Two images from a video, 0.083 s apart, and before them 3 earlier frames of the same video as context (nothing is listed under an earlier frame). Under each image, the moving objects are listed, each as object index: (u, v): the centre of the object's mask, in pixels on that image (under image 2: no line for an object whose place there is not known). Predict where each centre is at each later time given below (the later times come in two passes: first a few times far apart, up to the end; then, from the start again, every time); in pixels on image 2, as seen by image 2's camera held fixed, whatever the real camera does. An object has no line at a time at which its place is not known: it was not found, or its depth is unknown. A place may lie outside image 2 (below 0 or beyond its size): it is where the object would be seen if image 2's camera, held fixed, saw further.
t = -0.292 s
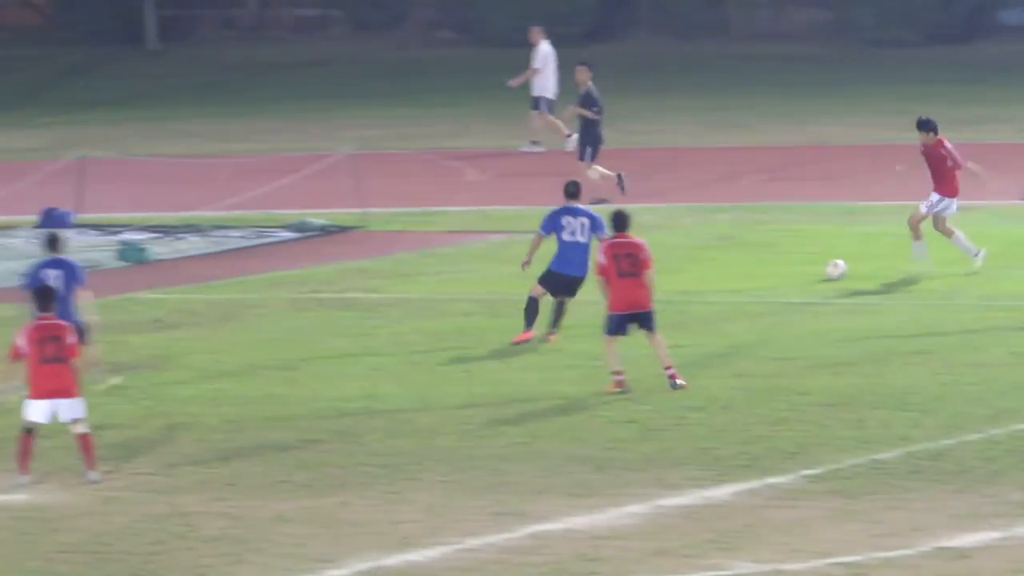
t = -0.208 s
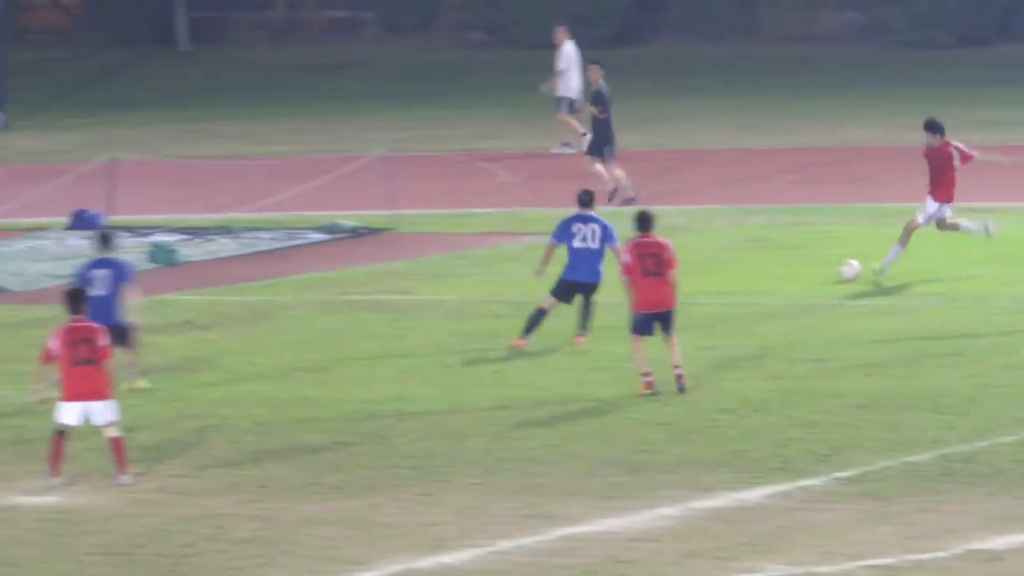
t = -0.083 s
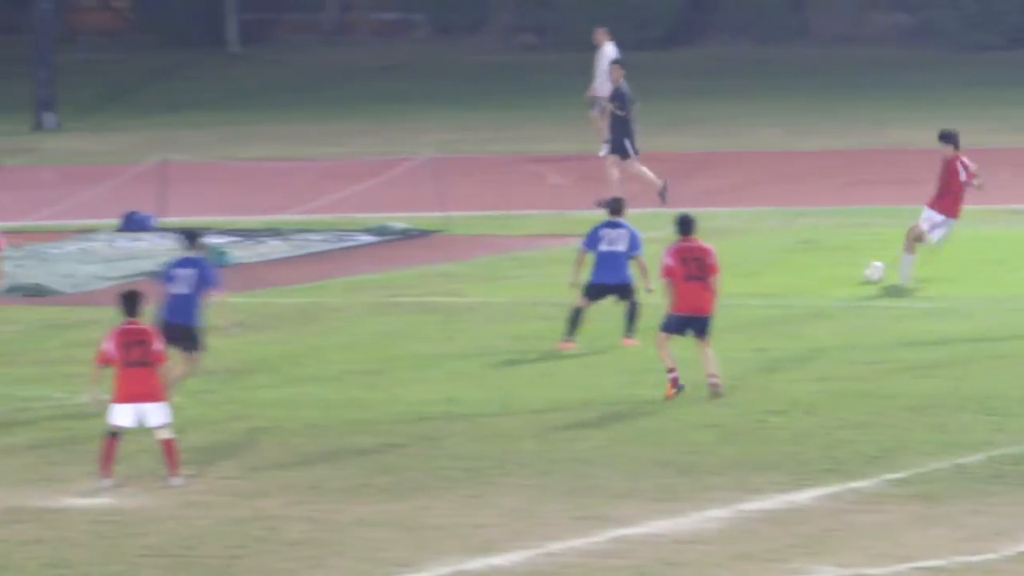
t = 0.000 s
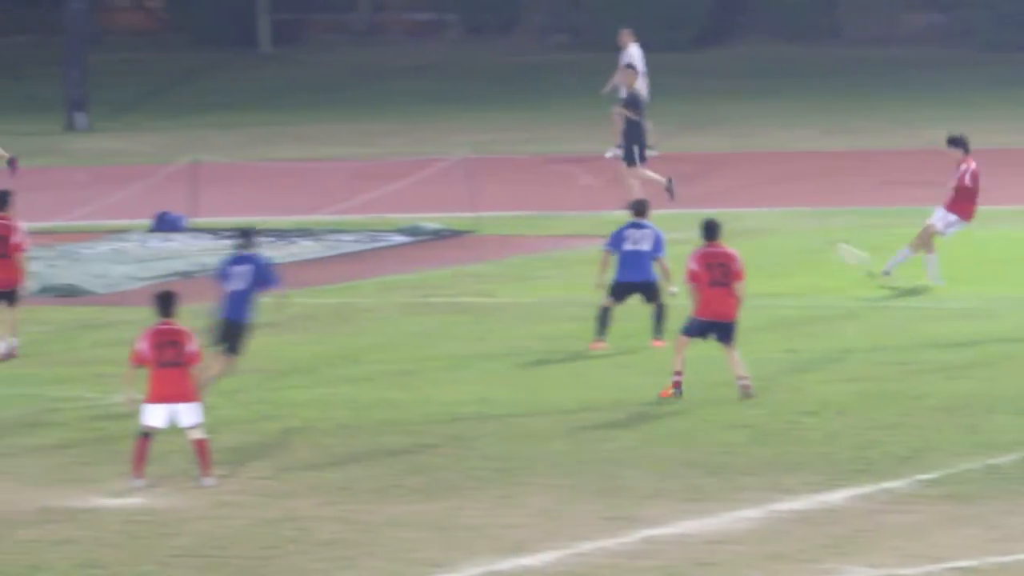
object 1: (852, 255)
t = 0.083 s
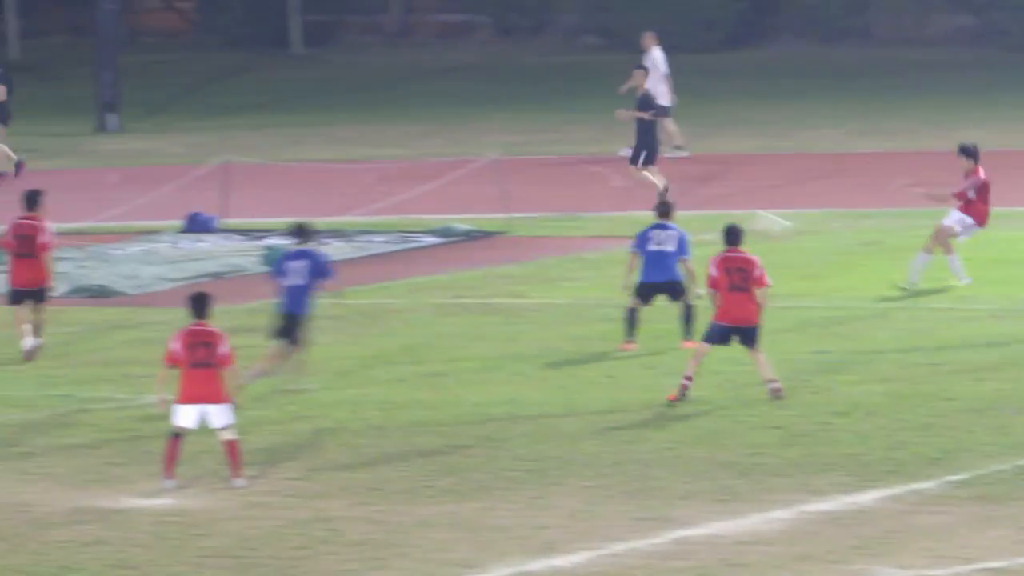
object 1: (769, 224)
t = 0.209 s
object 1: (606, 181)
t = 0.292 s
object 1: (499, 156)
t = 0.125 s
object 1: (714, 207)
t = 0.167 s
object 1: (661, 194)
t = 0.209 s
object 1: (606, 181)
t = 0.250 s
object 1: (552, 168)
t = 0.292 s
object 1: (499, 156)
